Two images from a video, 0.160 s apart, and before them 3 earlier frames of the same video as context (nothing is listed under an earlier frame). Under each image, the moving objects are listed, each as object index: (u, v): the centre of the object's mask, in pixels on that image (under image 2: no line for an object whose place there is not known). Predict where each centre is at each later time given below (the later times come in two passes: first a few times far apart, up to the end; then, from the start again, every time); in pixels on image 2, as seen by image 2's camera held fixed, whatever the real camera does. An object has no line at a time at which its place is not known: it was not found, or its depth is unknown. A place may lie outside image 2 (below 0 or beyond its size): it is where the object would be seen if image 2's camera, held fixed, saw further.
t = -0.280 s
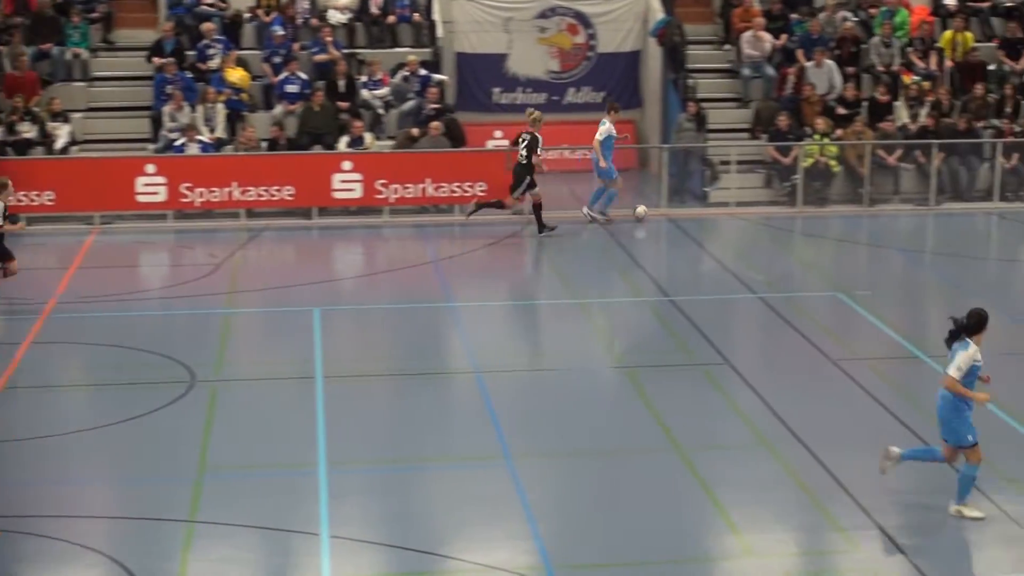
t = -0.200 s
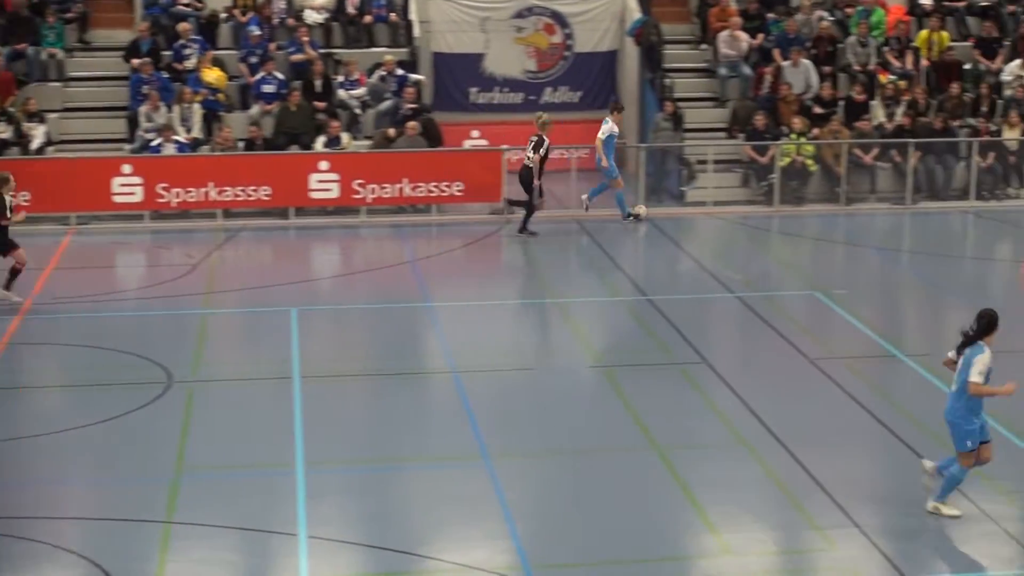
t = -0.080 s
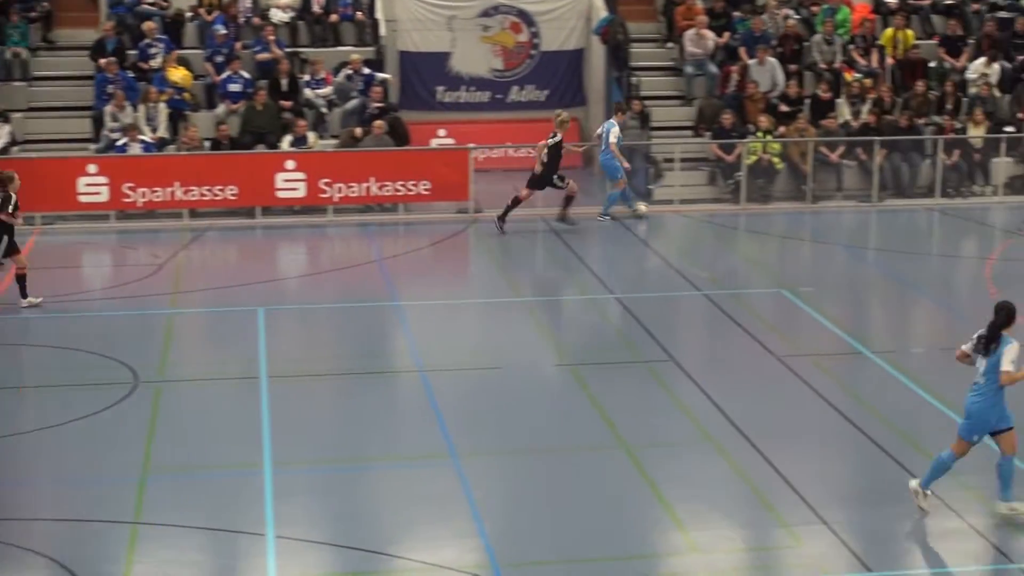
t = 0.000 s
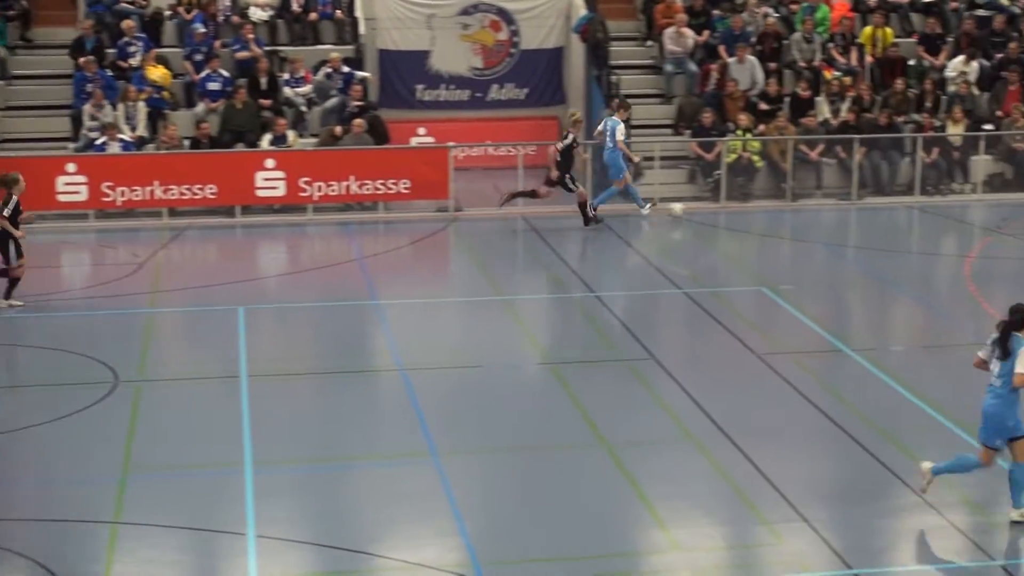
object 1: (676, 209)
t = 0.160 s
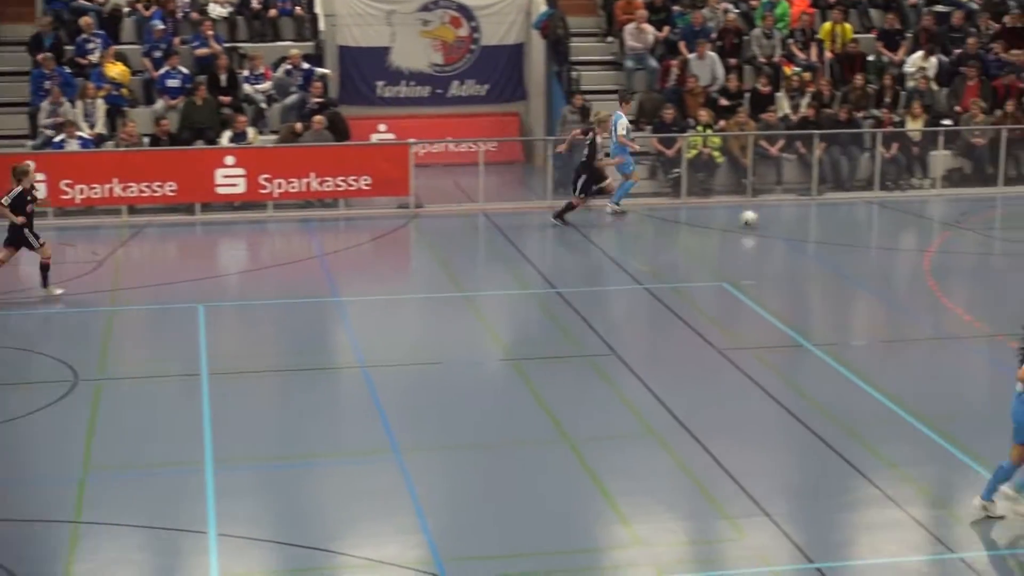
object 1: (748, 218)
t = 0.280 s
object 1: (830, 227)
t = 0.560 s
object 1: (1016, 242)
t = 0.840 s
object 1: (1205, 254)
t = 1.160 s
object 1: (1430, 279)
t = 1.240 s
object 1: (1488, 288)
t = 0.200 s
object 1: (776, 218)
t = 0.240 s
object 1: (803, 223)
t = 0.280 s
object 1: (830, 227)
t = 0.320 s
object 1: (857, 230)
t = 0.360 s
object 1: (884, 229)
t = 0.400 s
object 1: (910, 229)
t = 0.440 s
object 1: (936, 231)
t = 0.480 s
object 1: (962, 234)
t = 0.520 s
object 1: (989, 240)
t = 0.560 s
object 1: (1016, 242)
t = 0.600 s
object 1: (1042, 243)
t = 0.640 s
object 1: (1068, 245)
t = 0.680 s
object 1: (1095, 248)
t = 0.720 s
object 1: (1122, 251)
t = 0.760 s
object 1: (1150, 250)
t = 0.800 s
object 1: (1178, 252)
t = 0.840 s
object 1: (1205, 254)
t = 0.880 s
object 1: (1232, 260)
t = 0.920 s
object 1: (1260, 263)
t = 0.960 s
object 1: (1289, 263)
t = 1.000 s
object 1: (1317, 268)
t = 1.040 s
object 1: (1345, 270)
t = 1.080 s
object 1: (1373, 275)
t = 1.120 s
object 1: (1402, 277)
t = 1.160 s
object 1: (1430, 279)
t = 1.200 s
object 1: (1459, 284)
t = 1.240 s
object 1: (1488, 288)
